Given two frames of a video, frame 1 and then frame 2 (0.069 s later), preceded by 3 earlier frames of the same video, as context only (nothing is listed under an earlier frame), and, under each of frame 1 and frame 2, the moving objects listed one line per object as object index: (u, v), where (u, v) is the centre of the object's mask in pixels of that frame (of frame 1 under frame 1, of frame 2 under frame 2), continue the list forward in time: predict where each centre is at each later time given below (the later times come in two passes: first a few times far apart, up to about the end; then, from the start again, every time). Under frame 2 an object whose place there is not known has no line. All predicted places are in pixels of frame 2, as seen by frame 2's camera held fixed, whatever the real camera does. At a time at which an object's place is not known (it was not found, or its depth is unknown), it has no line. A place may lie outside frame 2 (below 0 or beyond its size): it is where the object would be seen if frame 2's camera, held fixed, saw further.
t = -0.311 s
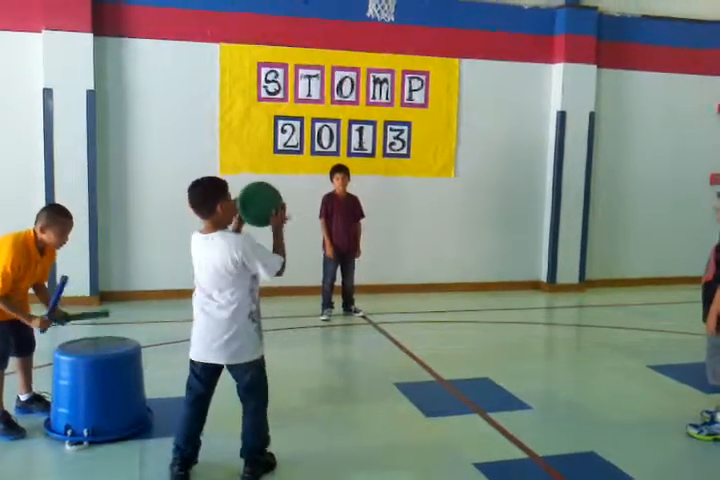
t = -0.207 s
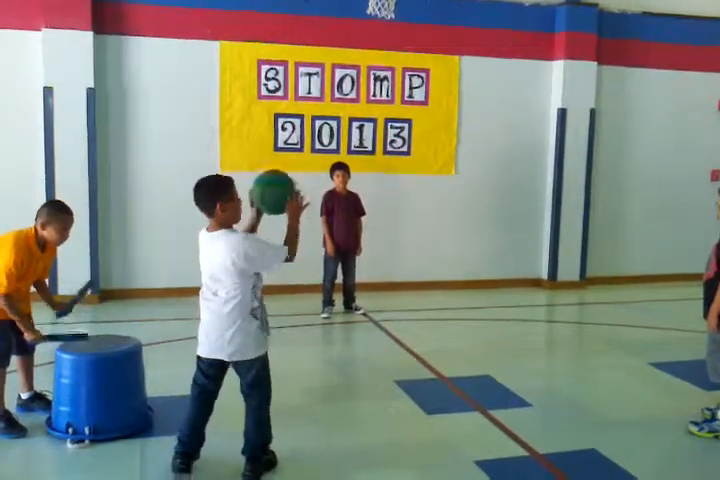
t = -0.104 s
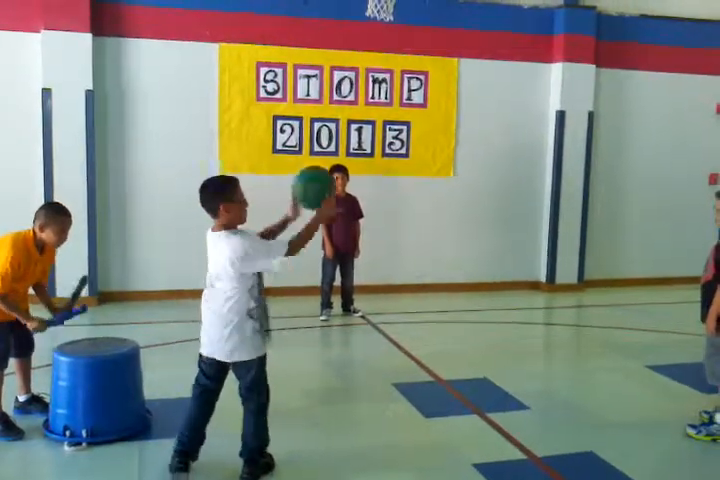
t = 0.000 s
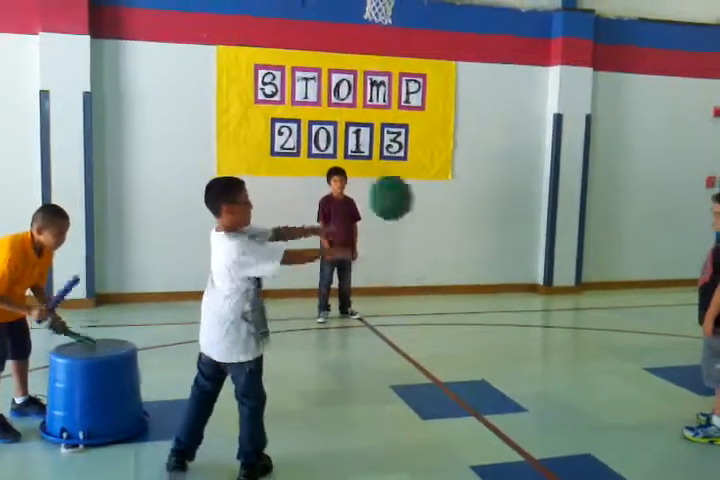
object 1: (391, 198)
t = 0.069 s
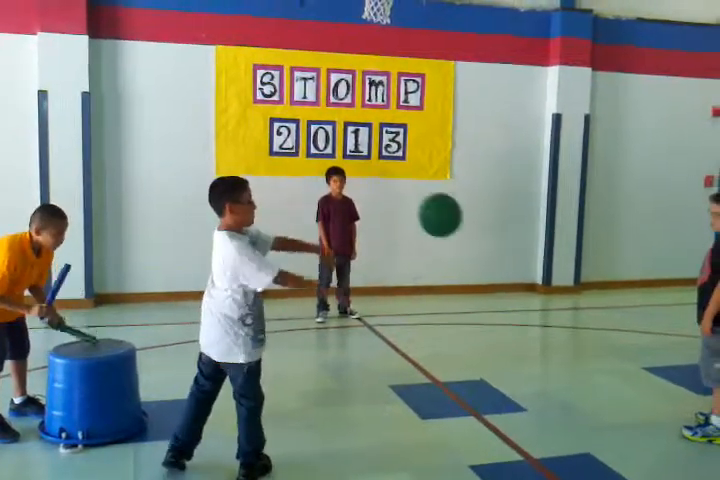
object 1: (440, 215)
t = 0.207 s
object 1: (533, 278)
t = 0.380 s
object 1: (637, 398)
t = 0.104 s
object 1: (464, 227)
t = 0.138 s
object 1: (487, 241)
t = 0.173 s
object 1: (510, 257)
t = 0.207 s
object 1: (533, 278)
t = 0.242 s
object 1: (556, 298)
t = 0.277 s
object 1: (577, 320)
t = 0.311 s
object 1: (598, 345)
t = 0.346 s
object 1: (618, 370)
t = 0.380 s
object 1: (637, 398)
